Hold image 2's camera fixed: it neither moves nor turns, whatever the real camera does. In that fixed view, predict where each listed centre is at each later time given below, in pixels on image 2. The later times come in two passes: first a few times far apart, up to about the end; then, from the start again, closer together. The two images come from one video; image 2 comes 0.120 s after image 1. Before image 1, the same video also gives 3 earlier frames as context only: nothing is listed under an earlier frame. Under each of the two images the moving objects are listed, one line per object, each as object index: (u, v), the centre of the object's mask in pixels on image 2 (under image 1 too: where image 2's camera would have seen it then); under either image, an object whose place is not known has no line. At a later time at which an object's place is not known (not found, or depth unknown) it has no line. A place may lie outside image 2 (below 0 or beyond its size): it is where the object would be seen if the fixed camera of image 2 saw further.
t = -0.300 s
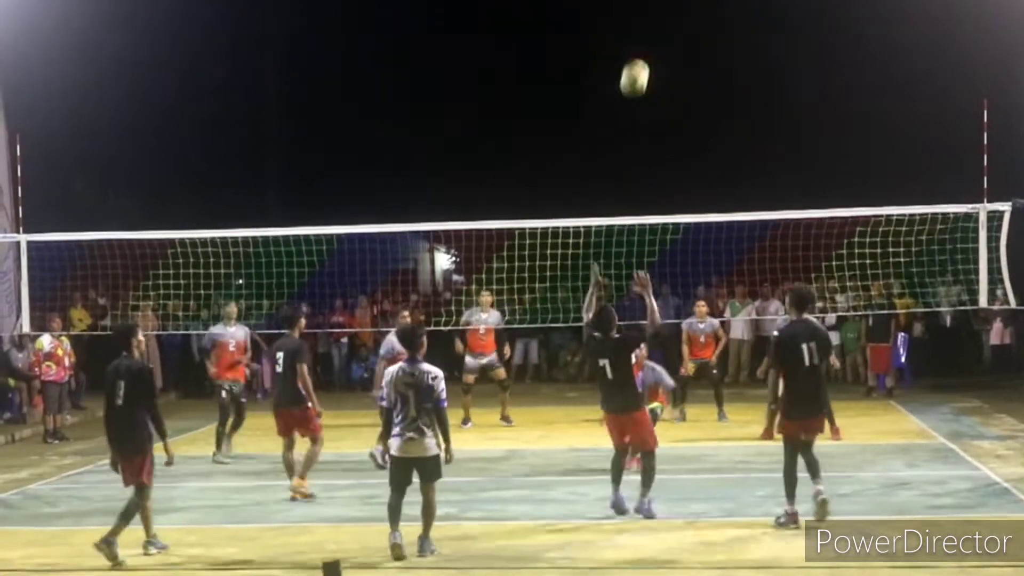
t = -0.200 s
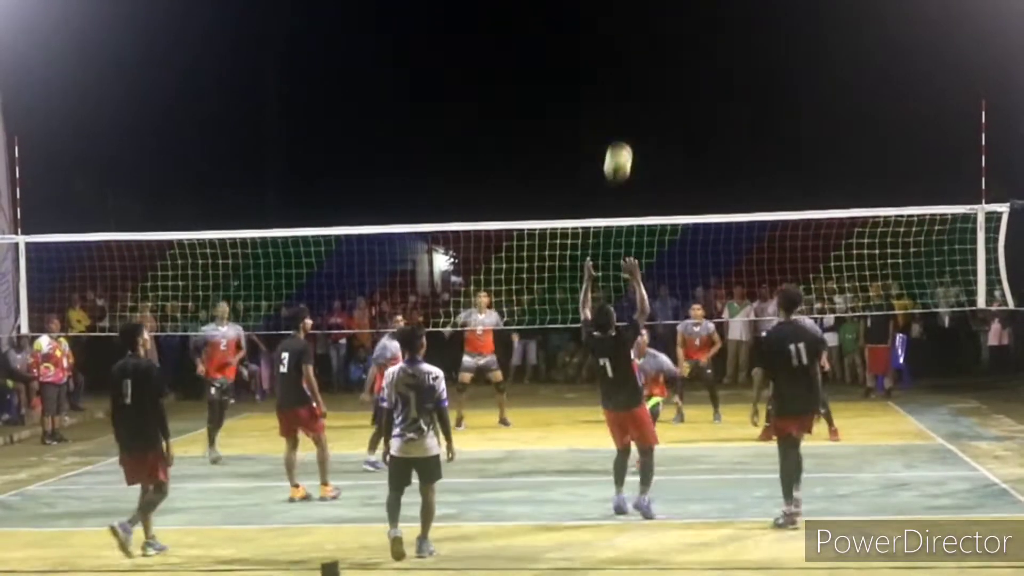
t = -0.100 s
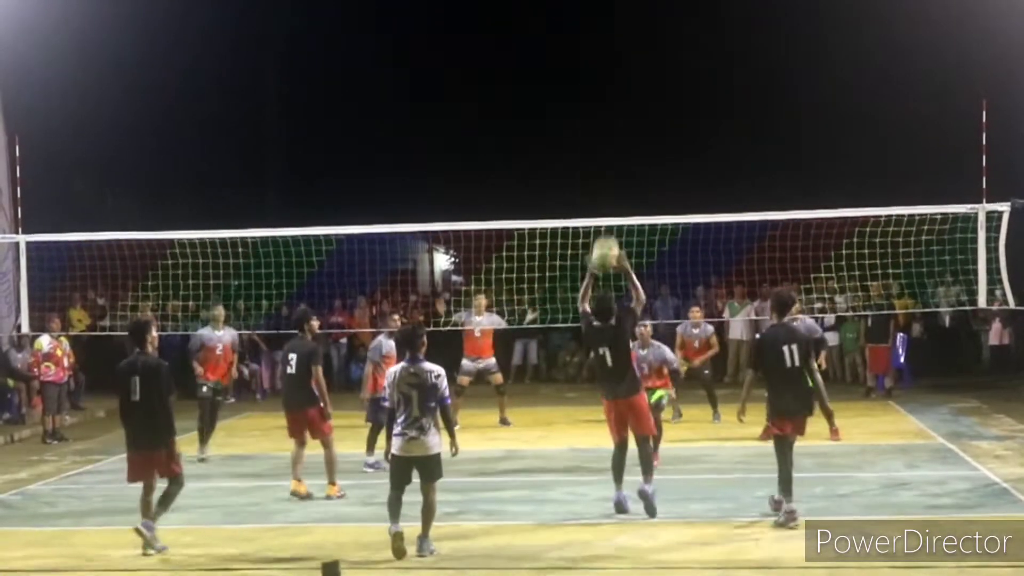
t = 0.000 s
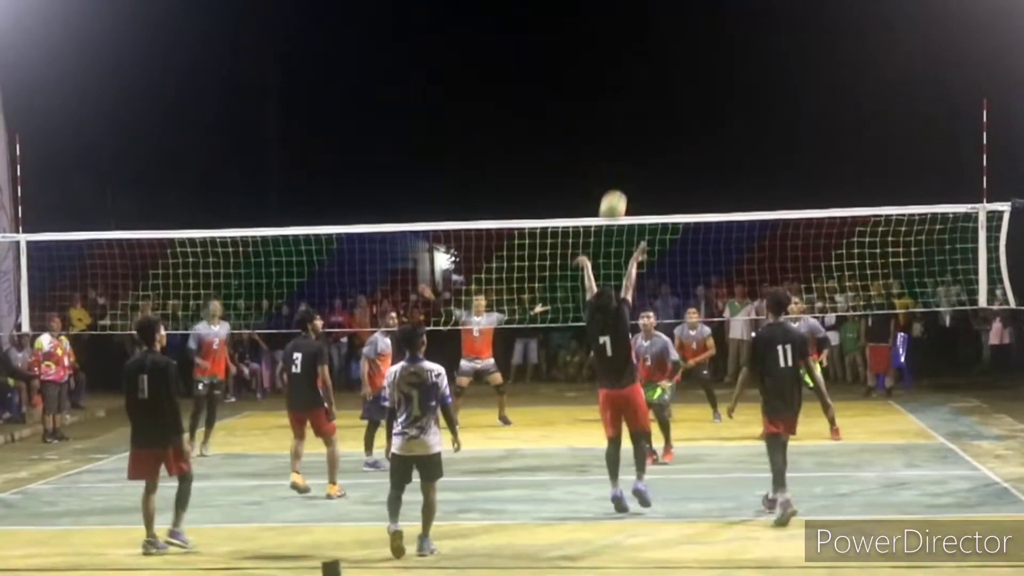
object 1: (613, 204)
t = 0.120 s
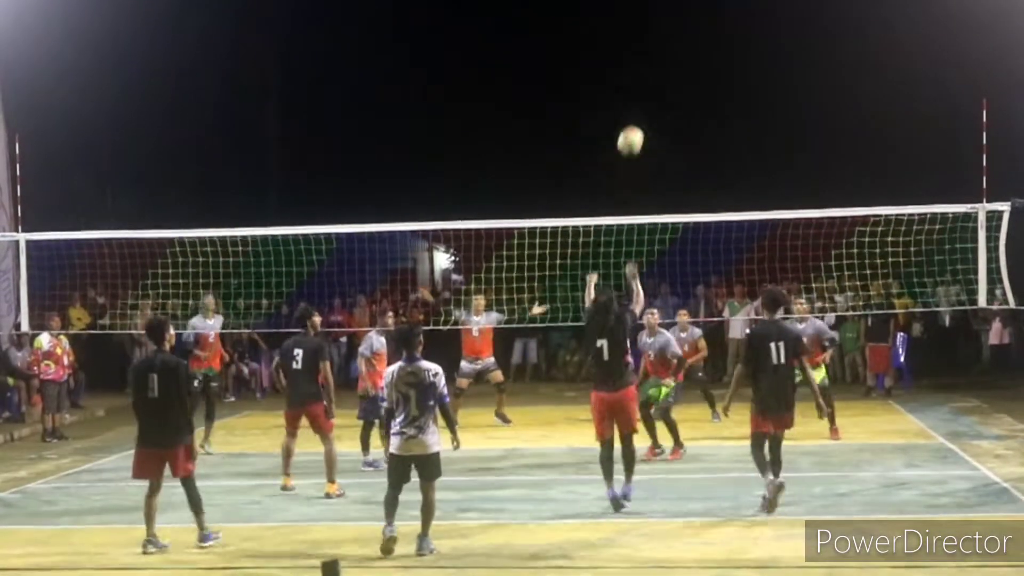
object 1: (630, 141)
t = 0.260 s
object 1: (647, 92)
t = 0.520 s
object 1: (672, 62)
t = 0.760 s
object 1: (693, 90)
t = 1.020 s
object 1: (713, 168)
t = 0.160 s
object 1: (636, 124)
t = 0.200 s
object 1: (641, 110)
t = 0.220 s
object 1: (643, 104)
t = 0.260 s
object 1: (647, 92)
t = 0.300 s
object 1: (652, 83)
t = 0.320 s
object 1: (654, 79)
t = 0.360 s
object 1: (658, 72)
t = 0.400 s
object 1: (661, 67)
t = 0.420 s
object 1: (663, 65)
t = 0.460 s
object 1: (667, 63)
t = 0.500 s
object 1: (671, 62)
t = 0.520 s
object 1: (672, 62)
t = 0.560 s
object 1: (676, 63)
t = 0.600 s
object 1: (680, 66)
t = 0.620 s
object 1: (682, 68)
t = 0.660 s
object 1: (685, 72)
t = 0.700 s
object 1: (688, 78)
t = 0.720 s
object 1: (690, 82)
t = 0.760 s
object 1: (693, 90)
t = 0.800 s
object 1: (696, 99)
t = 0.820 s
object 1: (698, 104)
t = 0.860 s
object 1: (701, 115)
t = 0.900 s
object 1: (704, 126)
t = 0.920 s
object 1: (706, 132)
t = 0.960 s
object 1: (709, 146)
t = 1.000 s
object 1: (711, 160)
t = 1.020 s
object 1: (713, 168)
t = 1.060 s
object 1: (715, 183)
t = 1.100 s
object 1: (718, 200)
